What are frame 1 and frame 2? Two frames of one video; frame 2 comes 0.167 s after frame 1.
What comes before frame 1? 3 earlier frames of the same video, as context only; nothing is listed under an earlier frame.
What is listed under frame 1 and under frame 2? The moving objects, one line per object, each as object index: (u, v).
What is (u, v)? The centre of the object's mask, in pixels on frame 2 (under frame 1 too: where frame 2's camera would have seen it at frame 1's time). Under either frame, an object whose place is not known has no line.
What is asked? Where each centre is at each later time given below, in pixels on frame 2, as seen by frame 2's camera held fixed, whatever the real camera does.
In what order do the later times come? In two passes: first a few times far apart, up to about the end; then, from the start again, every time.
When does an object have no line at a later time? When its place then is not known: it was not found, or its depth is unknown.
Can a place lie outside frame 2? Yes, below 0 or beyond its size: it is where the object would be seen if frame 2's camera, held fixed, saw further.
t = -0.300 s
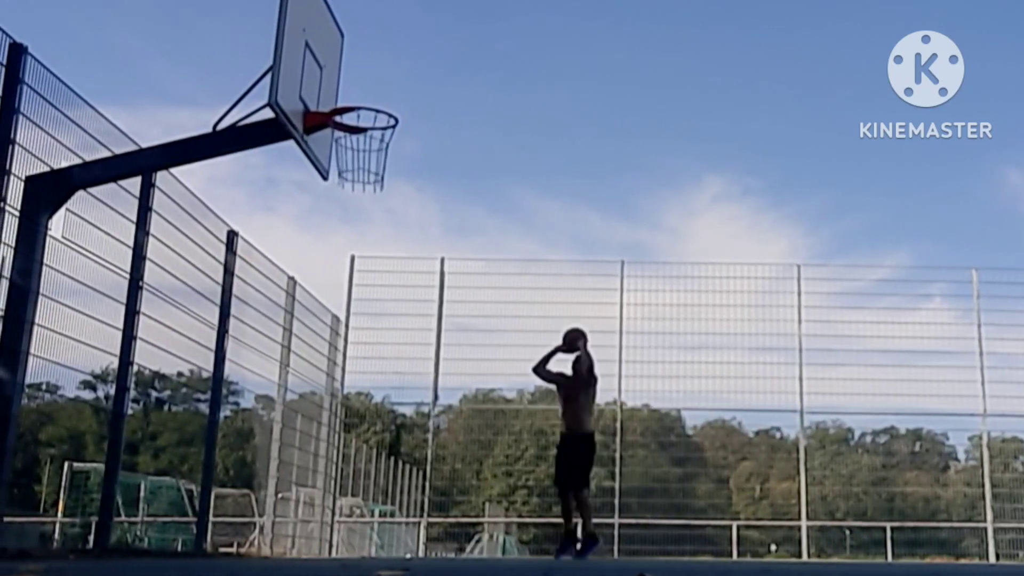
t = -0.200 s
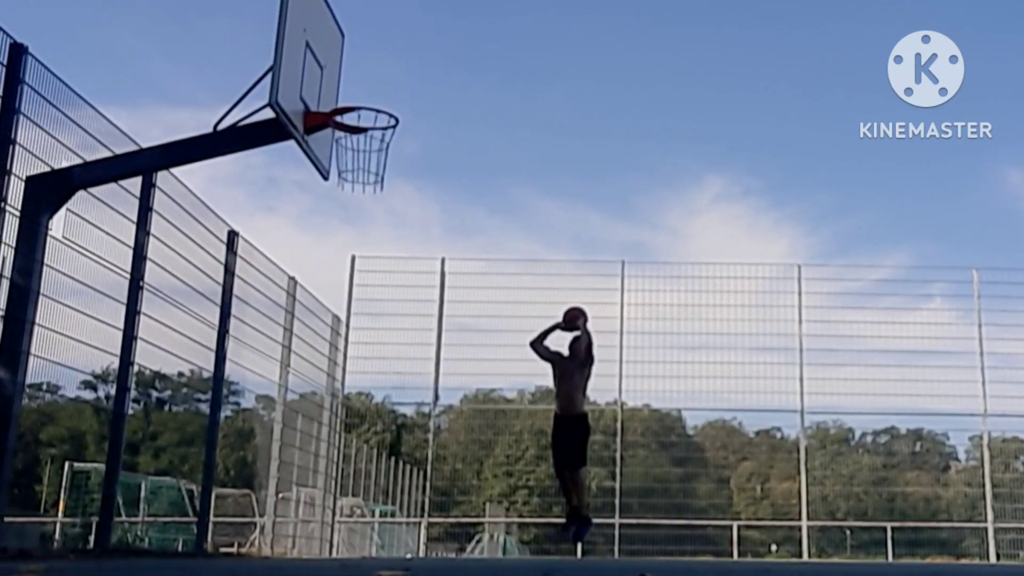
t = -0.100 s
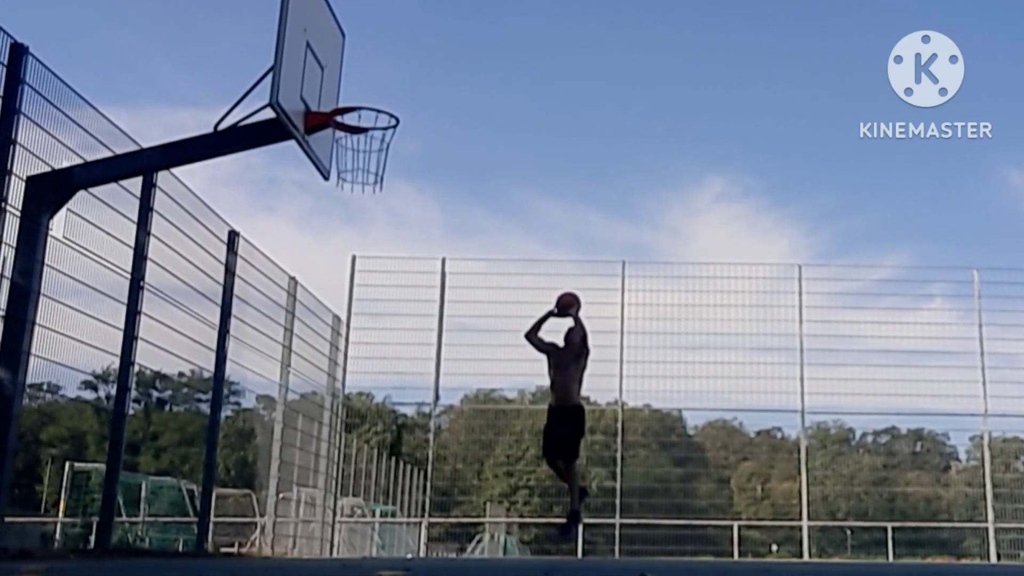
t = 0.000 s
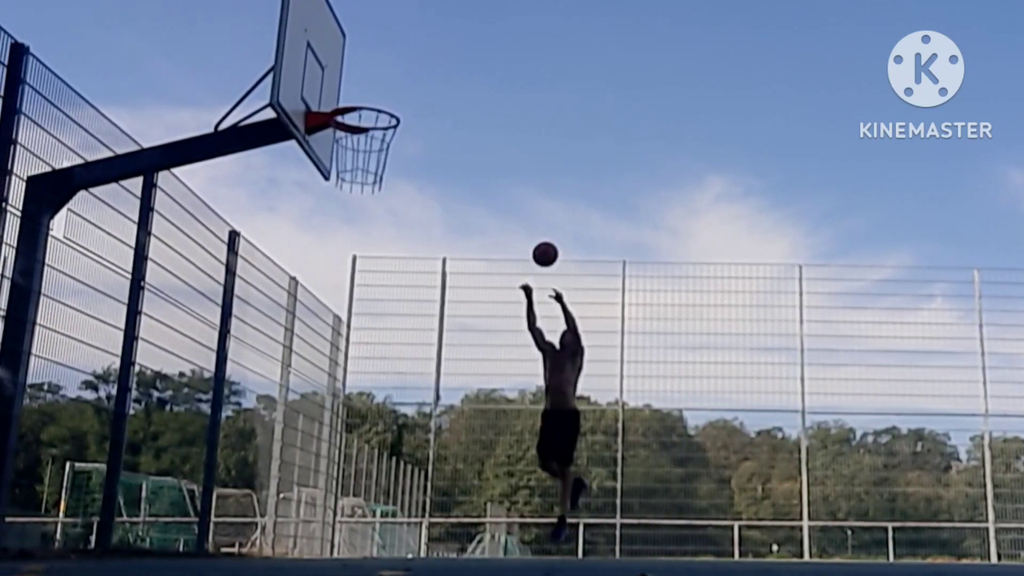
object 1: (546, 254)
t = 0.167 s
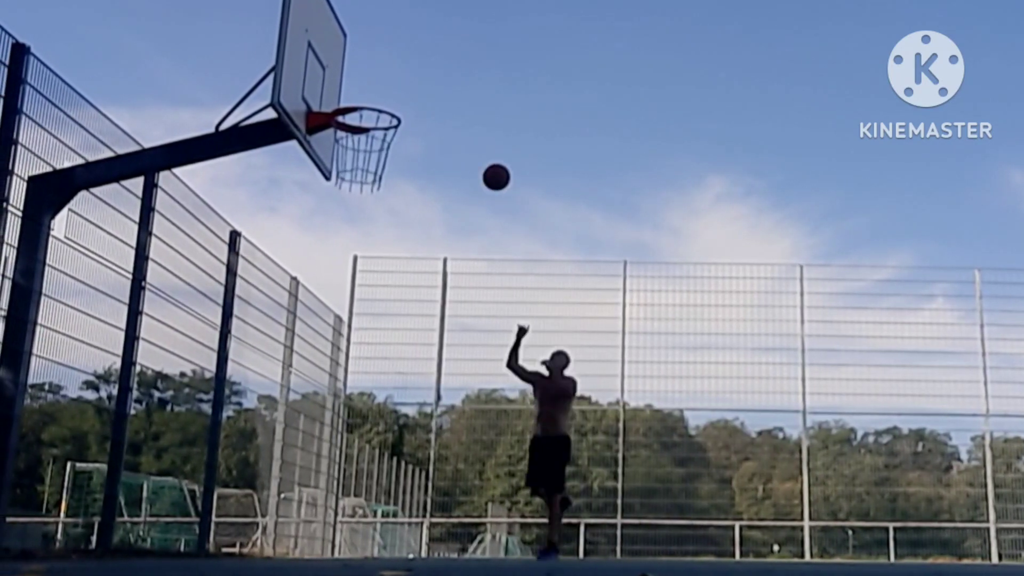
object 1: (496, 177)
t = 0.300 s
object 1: (452, 132)
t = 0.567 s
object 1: (347, 94)
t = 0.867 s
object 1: (386, 136)
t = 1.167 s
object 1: (375, 168)
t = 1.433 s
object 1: (348, 251)
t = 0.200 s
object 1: (486, 164)
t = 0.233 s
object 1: (475, 153)
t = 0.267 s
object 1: (463, 142)
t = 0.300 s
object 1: (452, 132)
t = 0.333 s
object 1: (440, 124)
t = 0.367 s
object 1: (428, 116)
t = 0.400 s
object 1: (416, 109)
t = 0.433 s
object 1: (403, 104)
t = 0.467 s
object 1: (389, 99)
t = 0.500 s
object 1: (376, 96)
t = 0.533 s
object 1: (361, 95)
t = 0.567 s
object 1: (347, 94)
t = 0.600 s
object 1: (344, 97)
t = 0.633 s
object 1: (351, 99)
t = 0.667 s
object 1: (358, 104)
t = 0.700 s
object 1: (365, 111)
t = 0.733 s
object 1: (373, 119)
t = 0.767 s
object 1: (380, 128)
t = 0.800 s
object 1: (384, 132)
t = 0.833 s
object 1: (385, 134)
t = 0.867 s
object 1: (386, 136)
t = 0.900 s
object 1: (386, 139)
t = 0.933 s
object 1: (385, 142)
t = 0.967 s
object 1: (385, 146)
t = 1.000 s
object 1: (384, 150)
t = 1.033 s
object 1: (382, 153)
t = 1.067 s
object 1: (381, 156)
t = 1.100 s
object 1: (379, 159)
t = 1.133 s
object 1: (378, 163)
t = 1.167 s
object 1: (375, 168)
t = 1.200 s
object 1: (372, 173)
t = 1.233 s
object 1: (369, 179)
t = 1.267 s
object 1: (366, 187)
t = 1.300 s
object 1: (363, 197)
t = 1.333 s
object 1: (359, 208)
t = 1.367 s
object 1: (356, 221)
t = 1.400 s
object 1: (352, 235)
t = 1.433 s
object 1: (348, 251)
